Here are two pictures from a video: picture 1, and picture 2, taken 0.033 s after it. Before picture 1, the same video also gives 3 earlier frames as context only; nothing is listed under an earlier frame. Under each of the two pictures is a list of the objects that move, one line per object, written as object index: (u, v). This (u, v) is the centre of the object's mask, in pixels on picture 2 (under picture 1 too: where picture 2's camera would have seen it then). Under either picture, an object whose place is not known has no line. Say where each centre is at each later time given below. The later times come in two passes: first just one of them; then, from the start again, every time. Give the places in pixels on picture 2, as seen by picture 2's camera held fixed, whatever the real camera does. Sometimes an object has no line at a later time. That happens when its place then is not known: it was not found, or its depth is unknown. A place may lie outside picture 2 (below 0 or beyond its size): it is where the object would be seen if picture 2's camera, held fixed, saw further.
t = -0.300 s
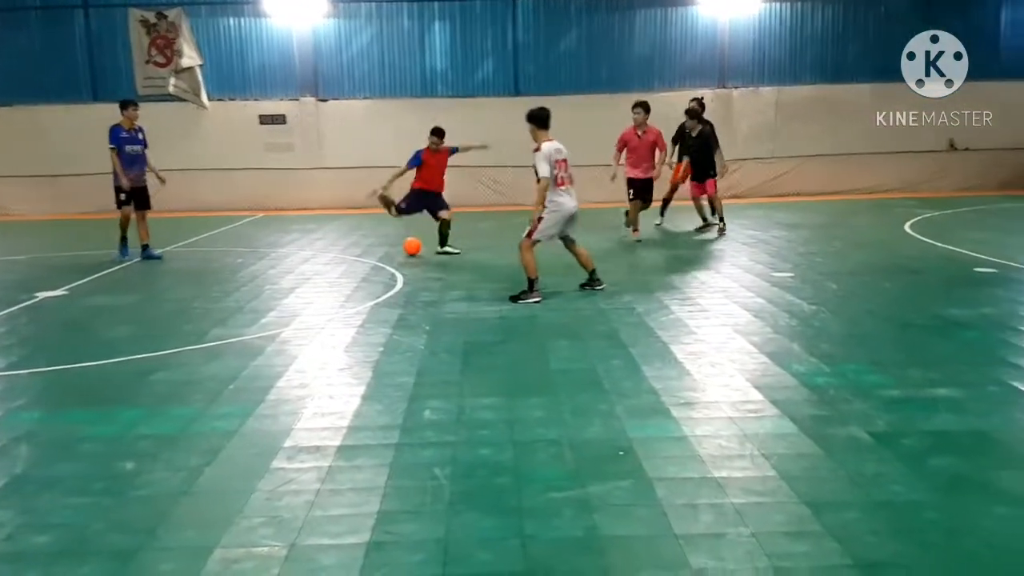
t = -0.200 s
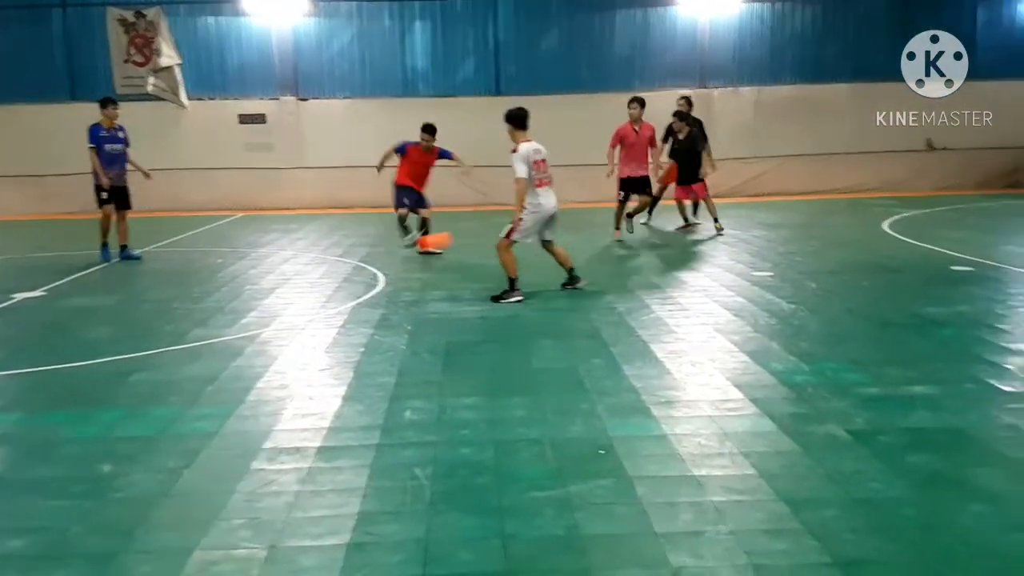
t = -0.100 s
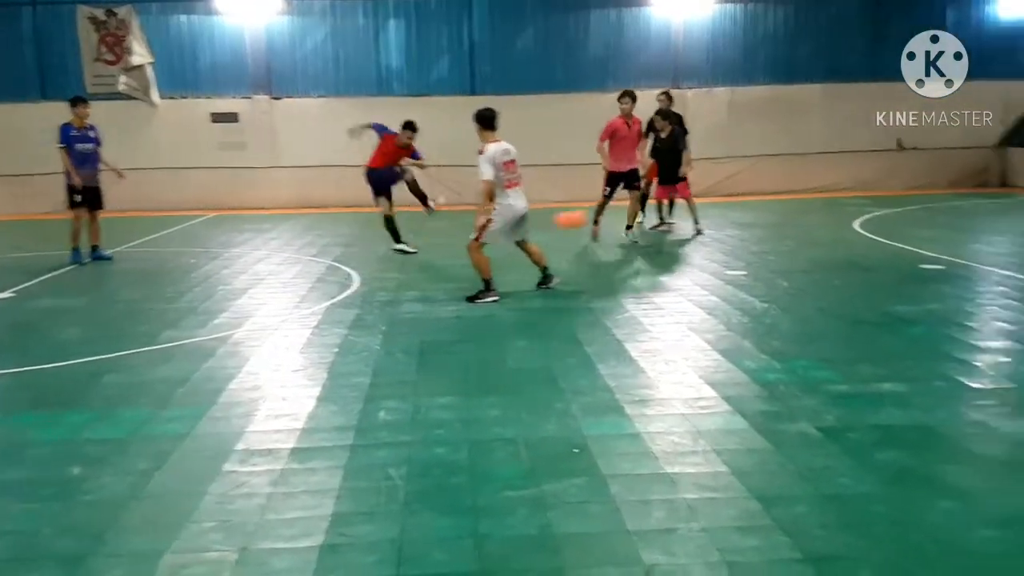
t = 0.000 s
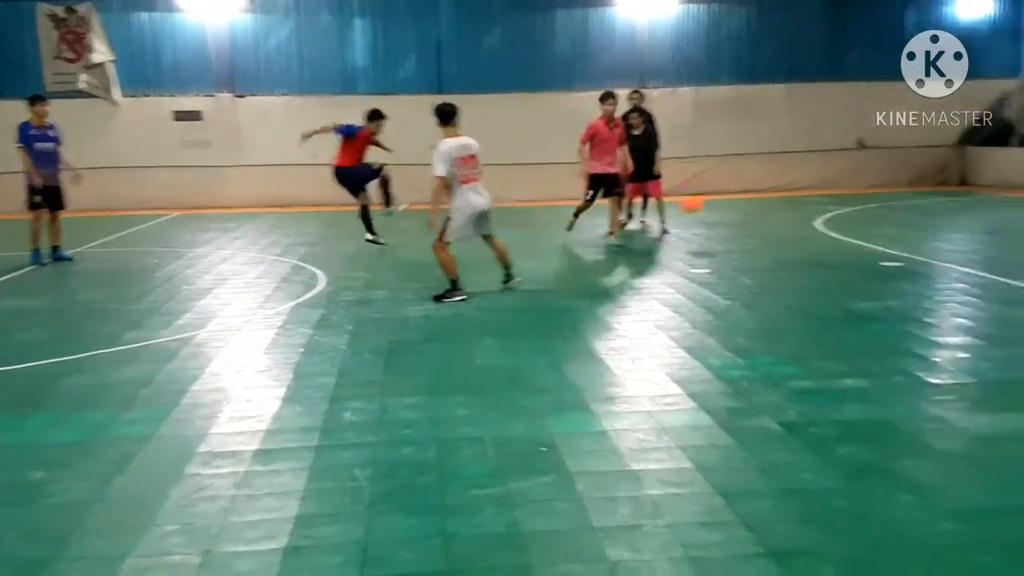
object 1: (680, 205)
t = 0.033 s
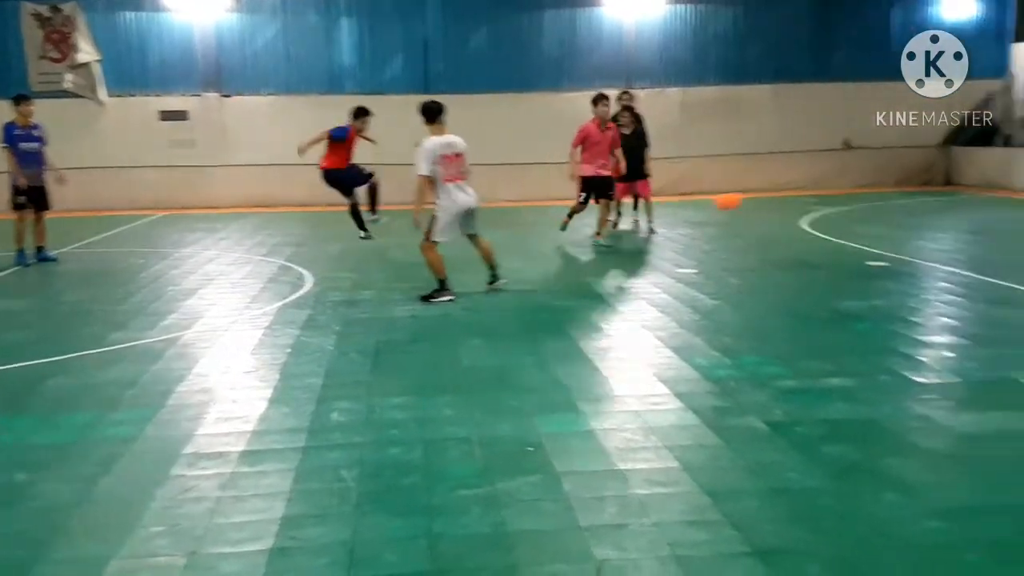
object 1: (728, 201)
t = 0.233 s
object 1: (985, 205)
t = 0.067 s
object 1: (774, 199)
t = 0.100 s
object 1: (819, 198)
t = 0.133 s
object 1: (864, 198)
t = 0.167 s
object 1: (905, 200)
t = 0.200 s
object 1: (947, 202)
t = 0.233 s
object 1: (985, 205)
